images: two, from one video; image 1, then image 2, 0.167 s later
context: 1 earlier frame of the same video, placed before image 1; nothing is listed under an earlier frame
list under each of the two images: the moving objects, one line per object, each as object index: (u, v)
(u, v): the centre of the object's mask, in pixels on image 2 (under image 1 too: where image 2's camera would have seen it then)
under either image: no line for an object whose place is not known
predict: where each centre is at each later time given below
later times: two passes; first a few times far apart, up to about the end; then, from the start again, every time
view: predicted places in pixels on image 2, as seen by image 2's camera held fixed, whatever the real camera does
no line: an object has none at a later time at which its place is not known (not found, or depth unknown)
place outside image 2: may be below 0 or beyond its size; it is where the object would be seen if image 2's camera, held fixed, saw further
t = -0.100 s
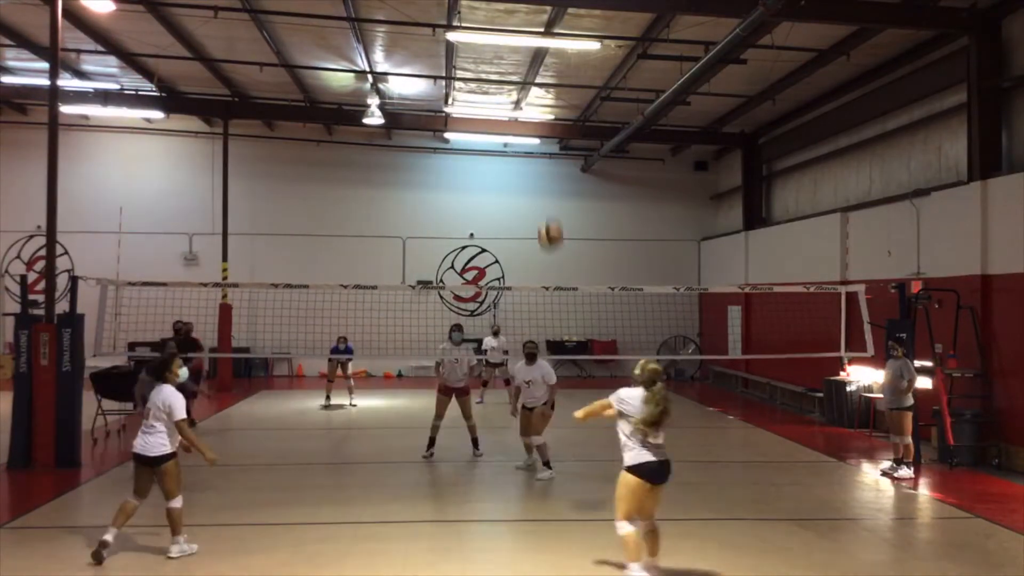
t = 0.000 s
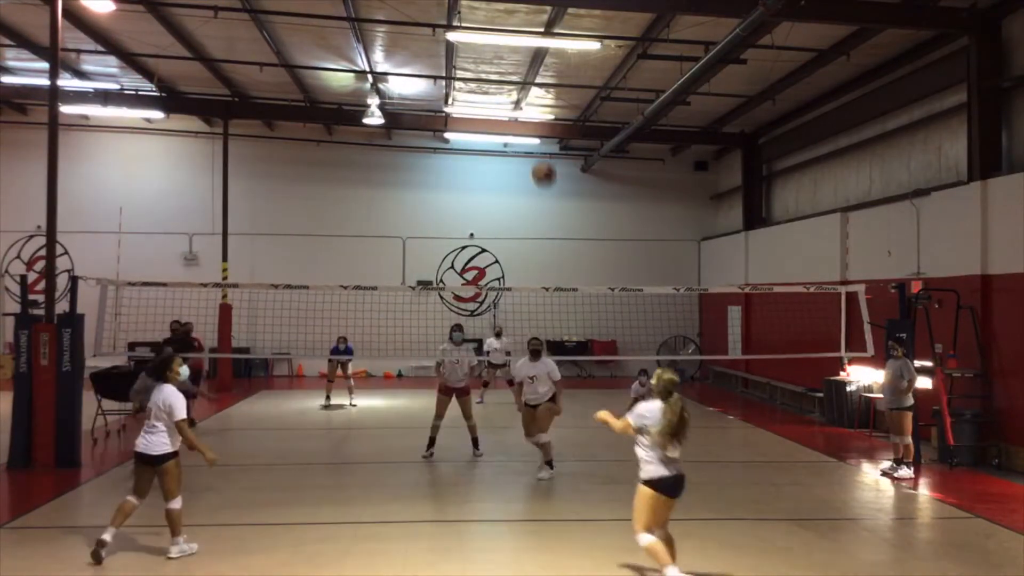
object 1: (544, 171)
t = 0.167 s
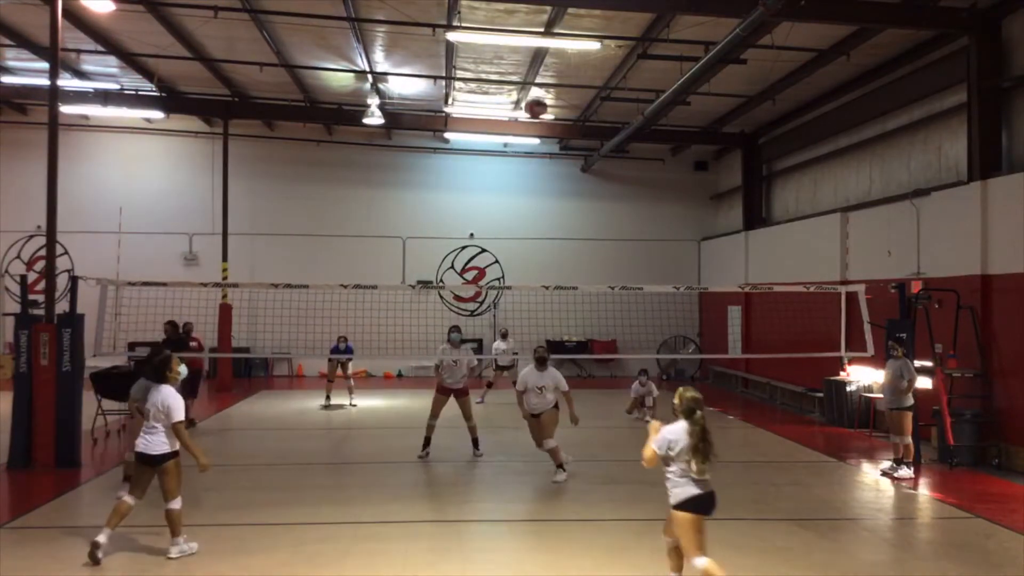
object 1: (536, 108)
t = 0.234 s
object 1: (533, 94)
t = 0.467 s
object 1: (522, 81)
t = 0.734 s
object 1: (512, 126)
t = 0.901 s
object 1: (506, 184)
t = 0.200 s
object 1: (534, 100)
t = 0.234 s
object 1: (533, 94)
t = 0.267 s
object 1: (531, 89)
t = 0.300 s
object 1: (530, 83)
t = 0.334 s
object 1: (528, 81)
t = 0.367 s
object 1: (527, 79)
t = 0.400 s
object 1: (525, 79)
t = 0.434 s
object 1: (524, 80)
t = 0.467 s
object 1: (522, 81)
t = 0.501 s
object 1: (522, 84)
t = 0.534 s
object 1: (520, 87)
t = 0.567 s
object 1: (519, 91)
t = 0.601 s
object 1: (517, 98)
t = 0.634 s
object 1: (515, 103)
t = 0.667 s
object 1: (515, 111)
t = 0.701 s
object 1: (513, 120)
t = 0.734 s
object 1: (512, 126)
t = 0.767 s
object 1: (510, 139)
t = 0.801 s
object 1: (509, 150)
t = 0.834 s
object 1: (508, 161)
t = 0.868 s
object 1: (507, 172)
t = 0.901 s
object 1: (506, 184)
